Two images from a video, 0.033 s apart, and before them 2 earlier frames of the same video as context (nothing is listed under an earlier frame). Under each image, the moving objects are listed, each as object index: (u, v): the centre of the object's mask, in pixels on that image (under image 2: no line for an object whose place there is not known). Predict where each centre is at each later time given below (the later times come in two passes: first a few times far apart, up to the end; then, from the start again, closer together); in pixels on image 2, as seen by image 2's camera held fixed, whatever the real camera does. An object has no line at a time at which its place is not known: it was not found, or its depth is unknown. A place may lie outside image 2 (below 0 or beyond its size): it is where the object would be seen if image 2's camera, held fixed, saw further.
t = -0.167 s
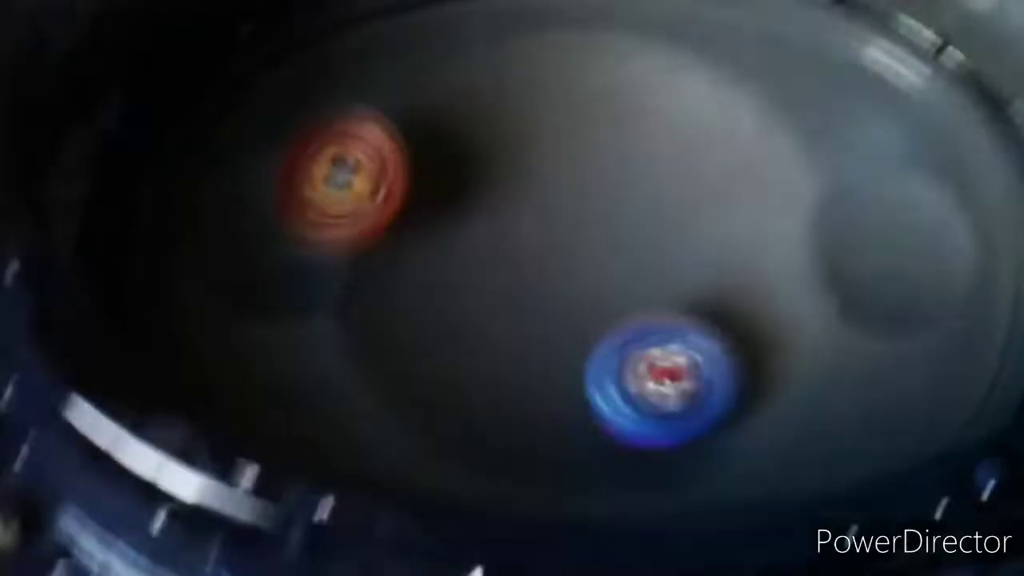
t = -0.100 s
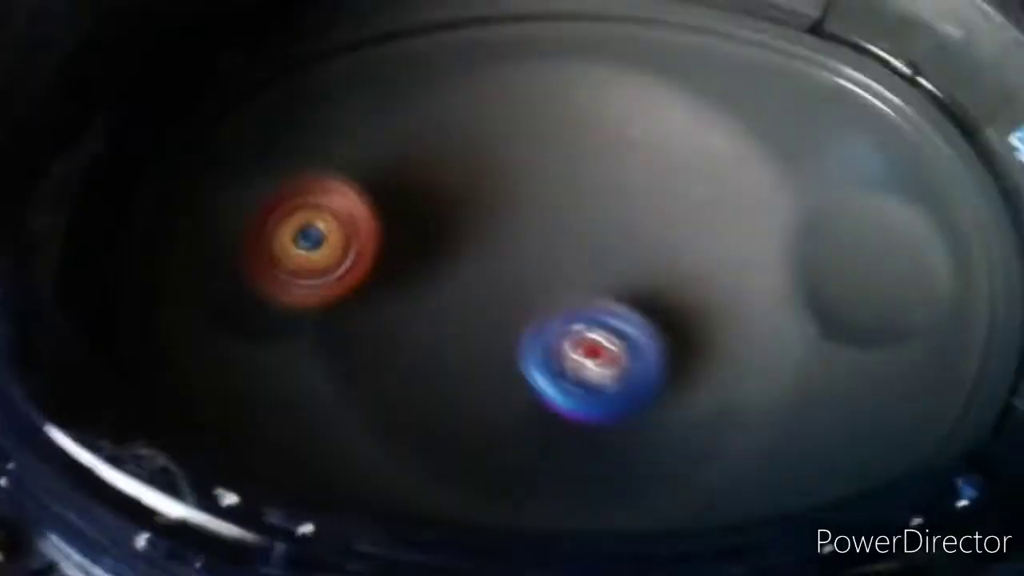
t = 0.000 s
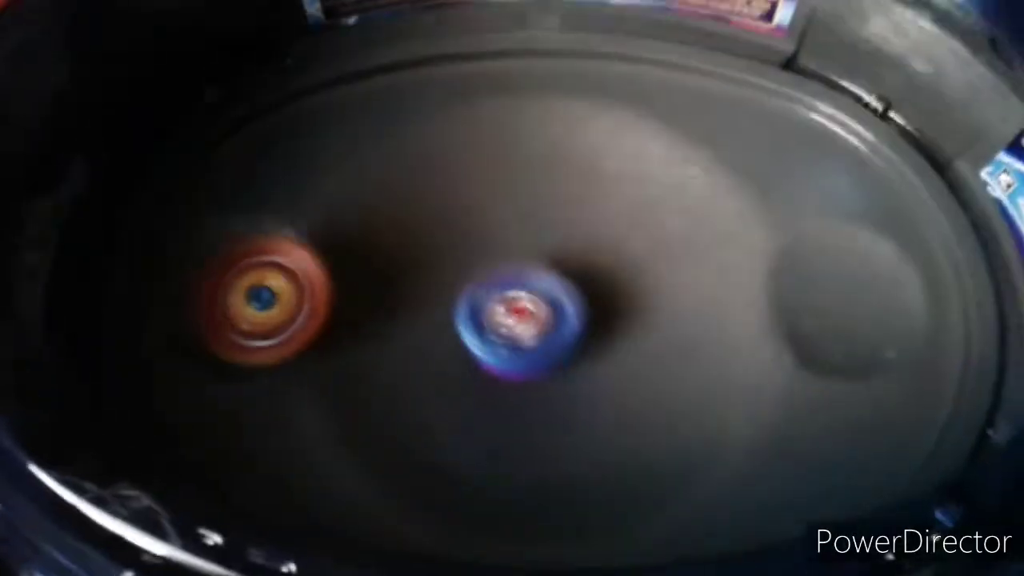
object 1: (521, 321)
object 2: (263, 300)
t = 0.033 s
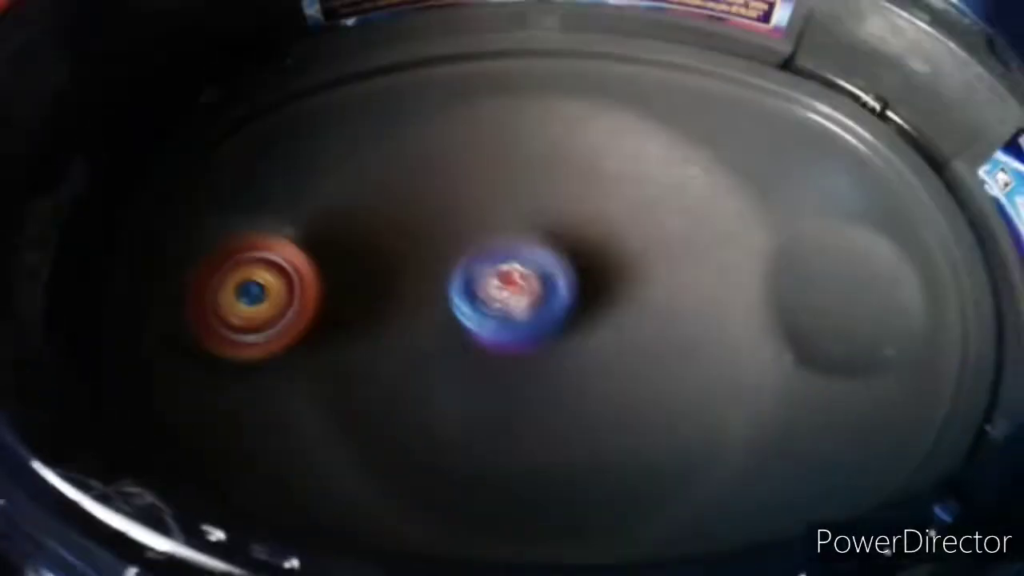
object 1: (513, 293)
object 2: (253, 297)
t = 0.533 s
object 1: (714, 299)
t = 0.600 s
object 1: (702, 367)
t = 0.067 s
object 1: (510, 267)
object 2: (246, 291)
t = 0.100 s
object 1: (512, 242)
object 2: (242, 281)
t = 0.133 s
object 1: (519, 220)
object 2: (245, 271)
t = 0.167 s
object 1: (529, 202)
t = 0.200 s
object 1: (543, 186)
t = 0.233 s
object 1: (560, 175)
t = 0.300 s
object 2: (250, 259)
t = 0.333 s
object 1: (621, 174)
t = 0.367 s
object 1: (641, 186)
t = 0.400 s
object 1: (663, 200)
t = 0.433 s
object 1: (679, 219)
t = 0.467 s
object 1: (695, 243)
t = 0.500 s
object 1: (707, 270)
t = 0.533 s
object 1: (714, 299)
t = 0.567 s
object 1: (714, 333)
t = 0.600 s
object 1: (702, 367)
